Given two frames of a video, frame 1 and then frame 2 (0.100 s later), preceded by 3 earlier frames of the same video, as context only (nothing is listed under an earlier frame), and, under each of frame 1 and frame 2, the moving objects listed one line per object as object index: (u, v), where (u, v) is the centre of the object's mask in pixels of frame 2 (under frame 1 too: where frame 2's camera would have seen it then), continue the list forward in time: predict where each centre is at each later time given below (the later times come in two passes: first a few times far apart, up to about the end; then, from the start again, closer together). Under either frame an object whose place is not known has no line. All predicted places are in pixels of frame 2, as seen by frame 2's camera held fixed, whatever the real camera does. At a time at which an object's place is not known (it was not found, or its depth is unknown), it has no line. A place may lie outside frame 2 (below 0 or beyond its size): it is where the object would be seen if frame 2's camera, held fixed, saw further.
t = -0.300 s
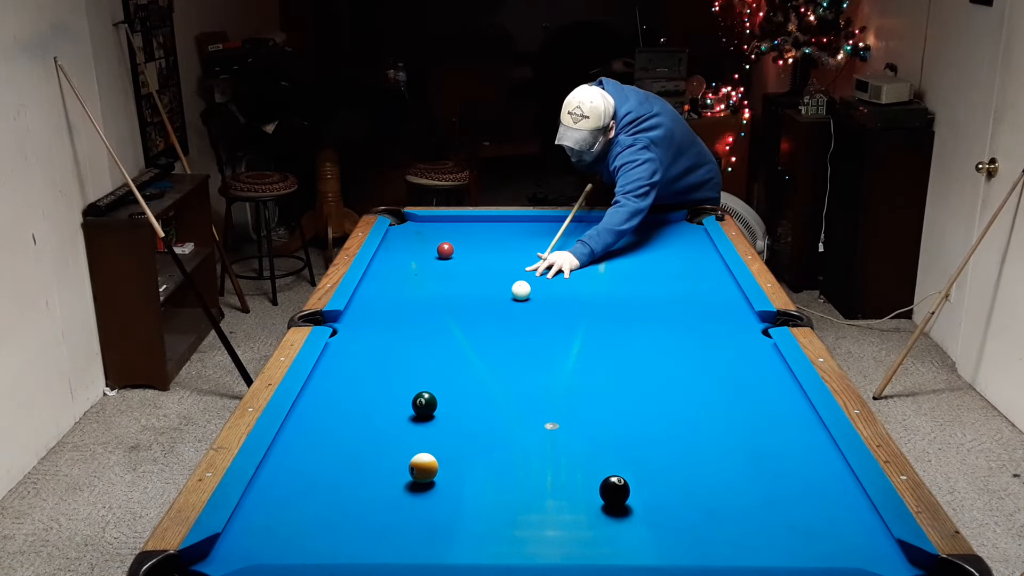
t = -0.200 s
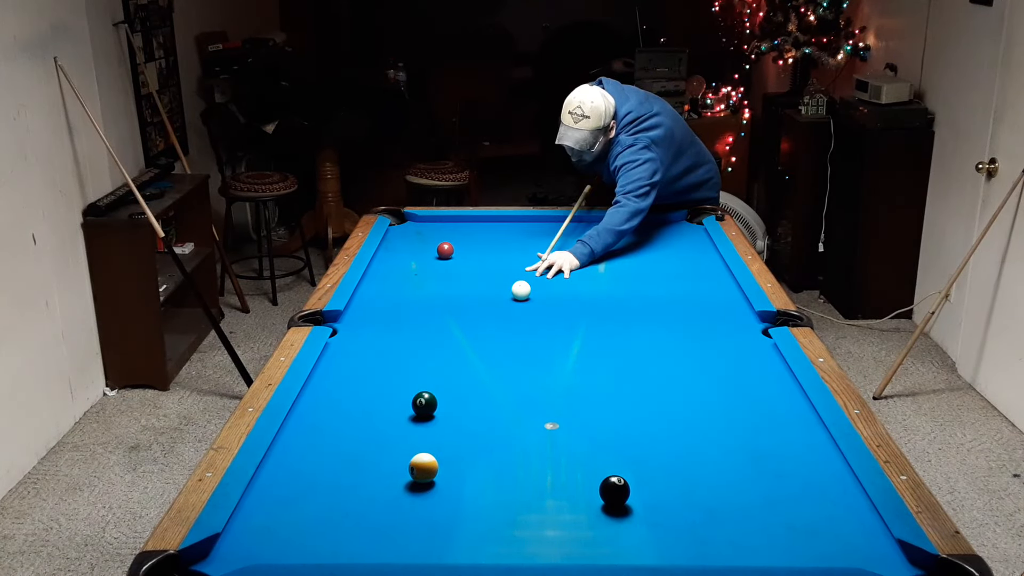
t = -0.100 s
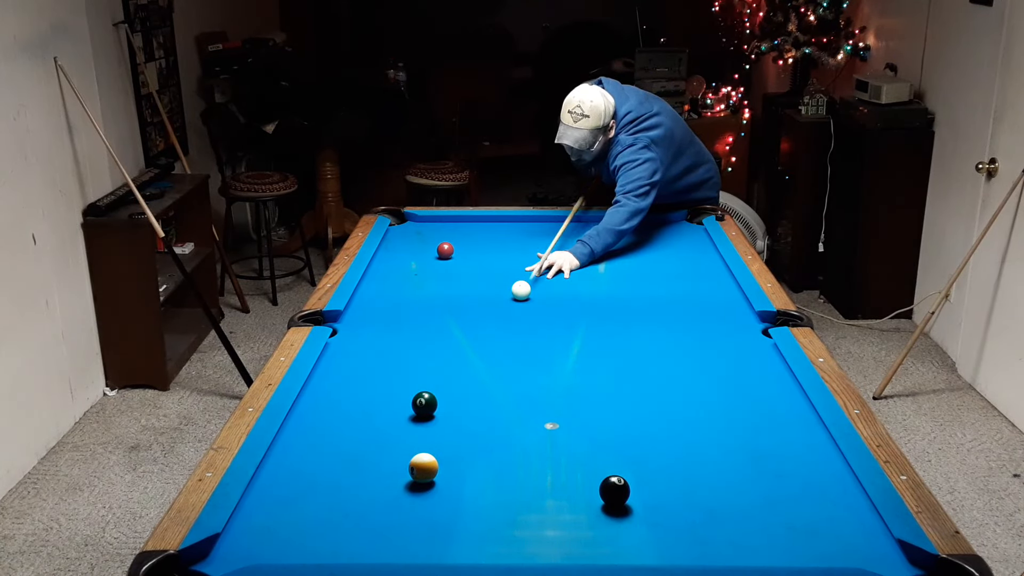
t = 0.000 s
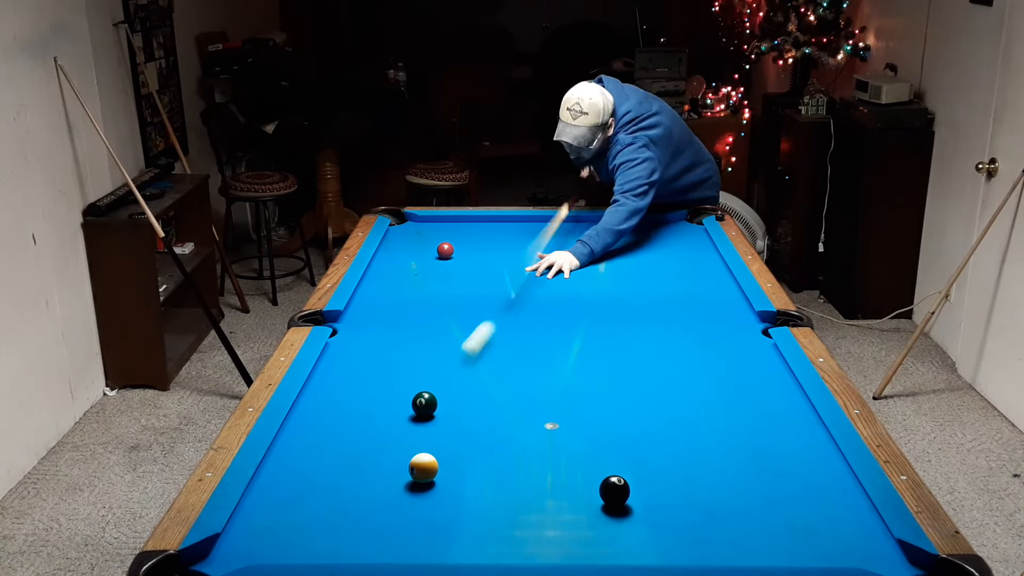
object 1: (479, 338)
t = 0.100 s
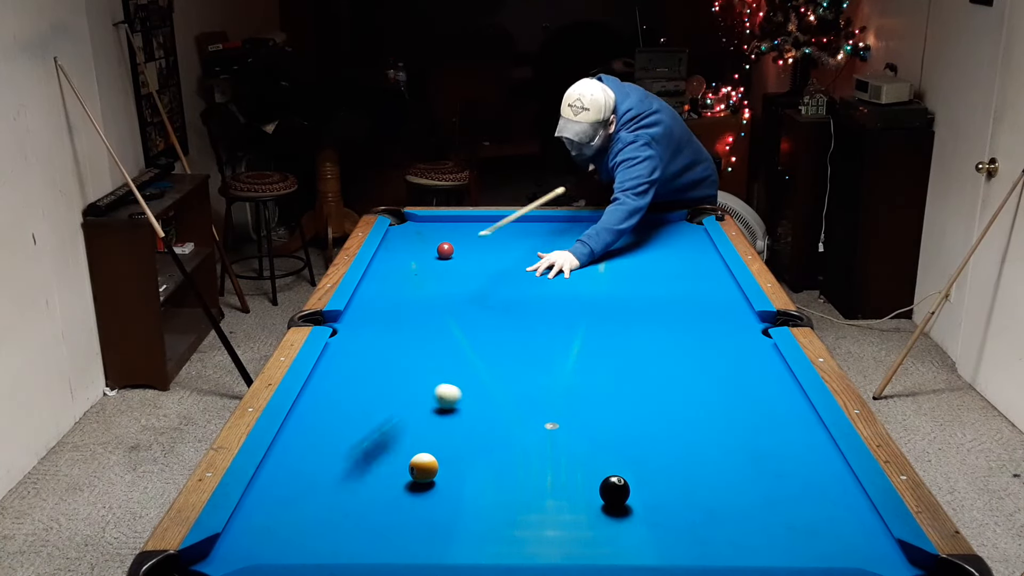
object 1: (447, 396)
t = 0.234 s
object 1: (479, 402)
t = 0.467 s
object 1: (533, 412)
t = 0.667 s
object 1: (581, 421)
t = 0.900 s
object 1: (636, 432)
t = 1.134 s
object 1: (693, 443)
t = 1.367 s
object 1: (751, 455)
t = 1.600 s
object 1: (810, 467)
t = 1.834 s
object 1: (823, 472)
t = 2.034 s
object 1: (799, 470)
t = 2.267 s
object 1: (773, 468)
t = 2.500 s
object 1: (750, 466)
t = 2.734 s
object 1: (729, 464)
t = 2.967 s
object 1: (711, 463)
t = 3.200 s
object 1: (694, 462)
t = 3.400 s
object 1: (682, 461)
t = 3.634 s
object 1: (669, 460)
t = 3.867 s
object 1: (659, 460)
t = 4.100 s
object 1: (651, 459)
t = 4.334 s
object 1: (645, 459)
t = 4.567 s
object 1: (641, 459)
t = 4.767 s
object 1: (640, 458)
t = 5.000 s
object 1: (640, 458)
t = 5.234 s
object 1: (640, 458)
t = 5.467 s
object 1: (640, 458)
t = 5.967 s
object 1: (631, 455)
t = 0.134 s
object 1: (456, 398)
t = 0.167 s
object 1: (463, 399)
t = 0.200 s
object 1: (471, 401)
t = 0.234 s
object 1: (479, 402)
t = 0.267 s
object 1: (487, 404)
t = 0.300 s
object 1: (494, 405)
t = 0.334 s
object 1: (502, 406)
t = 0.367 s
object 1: (510, 408)
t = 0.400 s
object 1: (518, 409)
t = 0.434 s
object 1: (525, 411)
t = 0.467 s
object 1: (533, 412)
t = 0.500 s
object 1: (541, 414)
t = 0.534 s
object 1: (549, 415)
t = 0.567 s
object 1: (557, 417)
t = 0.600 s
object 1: (565, 418)
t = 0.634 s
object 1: (573, 420)
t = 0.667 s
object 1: (581, 421)
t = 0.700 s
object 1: (588, 423)
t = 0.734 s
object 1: (596, 424)
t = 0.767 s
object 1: (605, 426)
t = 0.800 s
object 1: (613, 428)
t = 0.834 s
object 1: (621, 429)
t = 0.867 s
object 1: (628, 431)
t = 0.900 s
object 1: (636, 432)
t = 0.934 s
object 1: (644, 434)
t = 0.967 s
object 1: (652, 436)
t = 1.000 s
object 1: (661, 437)
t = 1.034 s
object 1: (669, 439)
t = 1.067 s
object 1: (677, 440)
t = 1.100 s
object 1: (685, 442)
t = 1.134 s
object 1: (693, 443)
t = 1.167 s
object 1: (701, 445)
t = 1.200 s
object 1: (709, 447)
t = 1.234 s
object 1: (718, 448)
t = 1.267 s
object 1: (726, 450)
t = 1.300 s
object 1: (734, 451)
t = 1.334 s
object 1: (743, 453)
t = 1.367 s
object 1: (751, 455)
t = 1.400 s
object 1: (759, 456)
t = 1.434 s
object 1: (767, 458)
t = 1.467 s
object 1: (776, 460)
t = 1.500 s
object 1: (784, 461)
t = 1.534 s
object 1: (793, 463)
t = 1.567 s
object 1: (801, 465)
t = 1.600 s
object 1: (810, 467)
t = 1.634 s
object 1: (819, 468)
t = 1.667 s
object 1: (827, 470)
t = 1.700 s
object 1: (835, 472)
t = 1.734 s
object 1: (836, 472)
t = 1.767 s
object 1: (831, 472)
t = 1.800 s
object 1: (827, 472)
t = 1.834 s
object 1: (823, 472)
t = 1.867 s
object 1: (818, 471)
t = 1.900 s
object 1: (815, 471)
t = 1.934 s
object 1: (811, 470)
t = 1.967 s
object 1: (807, 470)
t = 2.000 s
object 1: (803, 470)
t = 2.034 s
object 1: (799, 470)
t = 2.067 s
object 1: (795, 469)
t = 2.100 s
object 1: (791, 469)
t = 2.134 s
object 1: (788, 469)
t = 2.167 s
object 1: (784, 469)
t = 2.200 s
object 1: (780, 468)
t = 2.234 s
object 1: (777, 468)
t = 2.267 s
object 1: (773, 468)
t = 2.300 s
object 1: (770, 468)
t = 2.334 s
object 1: (766, 467)
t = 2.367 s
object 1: (763, 467)
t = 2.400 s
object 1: (760, 467)
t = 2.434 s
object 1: (757, 467)
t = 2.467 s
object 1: (753, 466)
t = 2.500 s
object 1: (750, 466)
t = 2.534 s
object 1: (747, 465)
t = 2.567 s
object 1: (744, 465)
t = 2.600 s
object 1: (741, 465)
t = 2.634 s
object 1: (738, 465)
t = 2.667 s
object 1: (735, 465)
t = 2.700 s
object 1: (732, 464)
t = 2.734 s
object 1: (729, 464)
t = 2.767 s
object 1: (726, 464)
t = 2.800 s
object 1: (724, 464)
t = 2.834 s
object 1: (721, 464)
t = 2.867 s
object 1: (718, 464)
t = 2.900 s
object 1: (716, 463)
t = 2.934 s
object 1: (713, 463)
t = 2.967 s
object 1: (711, 463)
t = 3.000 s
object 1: (708, 463)
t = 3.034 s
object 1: (706, 463)
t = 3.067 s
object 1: (703, 463)
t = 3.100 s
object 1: (701, 462)
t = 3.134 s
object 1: (698, 462)
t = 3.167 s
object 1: (696, 462)
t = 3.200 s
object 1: (694, 462)
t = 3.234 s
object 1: (692, 462)
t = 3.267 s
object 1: (690, 462)
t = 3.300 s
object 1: (688, 462)
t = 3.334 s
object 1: (686, 461)
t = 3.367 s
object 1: (684, 461)
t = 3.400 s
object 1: (682, 461)
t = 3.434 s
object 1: (680, 461)
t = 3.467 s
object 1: (678, 461)
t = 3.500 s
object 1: (676, 461)
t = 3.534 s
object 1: (674, 461)
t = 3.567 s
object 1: (673, 461)
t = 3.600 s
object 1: (671, 461)
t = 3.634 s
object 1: (669, 460)
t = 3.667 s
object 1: (668, 460)
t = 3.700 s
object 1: (666, 460)
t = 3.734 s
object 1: (665, 460)
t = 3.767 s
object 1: (664, 460)
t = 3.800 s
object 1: (662, 460)
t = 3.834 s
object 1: (661, 460)
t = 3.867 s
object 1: (659, 460)
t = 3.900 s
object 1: (658, 460)
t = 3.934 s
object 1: (657, 459)
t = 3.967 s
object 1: (656, 460)
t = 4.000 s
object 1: (654, 459)
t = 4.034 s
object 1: (653, 459)
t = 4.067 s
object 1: (652, 459)
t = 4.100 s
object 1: (651, 459)
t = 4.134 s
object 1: (650, 459)
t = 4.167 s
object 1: (649, 459)
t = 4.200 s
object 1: (648, 459)
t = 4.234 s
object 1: (647, 459)
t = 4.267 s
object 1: (647, 459)
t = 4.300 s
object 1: (646, 459)
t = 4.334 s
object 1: (645, 459)
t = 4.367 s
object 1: (645, 459)
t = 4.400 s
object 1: (644, 459)
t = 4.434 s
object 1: (643, 459)
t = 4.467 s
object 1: (643, 459)
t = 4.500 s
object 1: (642, 459)
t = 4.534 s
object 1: (642, 459)
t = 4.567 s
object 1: (641, 459)
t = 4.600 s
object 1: (641, 458)
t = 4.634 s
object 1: (641, 458)
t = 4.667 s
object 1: (641, 458)
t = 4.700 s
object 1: (640, 458)
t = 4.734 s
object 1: (640, 458)
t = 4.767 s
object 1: (640, 458)
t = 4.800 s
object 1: (640, 458)
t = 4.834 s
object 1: (640, 458)
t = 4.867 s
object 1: (640, 458)
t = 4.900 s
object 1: (640, 458)
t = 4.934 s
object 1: (640, 458)
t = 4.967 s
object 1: (640, 458)
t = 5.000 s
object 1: (640, 458)
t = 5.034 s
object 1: (640, 458)
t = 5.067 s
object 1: (640, 458)
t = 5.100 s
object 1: (640, 458)
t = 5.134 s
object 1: (640, 458)
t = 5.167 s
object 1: (640, 458)
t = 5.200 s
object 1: (640, 458)
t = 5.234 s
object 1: (640, 458)
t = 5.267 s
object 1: (640, 458)
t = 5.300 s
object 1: (640, 458)
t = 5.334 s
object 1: (640, 458)
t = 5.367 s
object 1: (640, 458)
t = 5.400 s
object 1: (640, 458)
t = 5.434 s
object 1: (640, 458)
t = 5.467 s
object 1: (640, 458)
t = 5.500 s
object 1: (635, 457)
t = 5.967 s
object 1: (631, 455)
